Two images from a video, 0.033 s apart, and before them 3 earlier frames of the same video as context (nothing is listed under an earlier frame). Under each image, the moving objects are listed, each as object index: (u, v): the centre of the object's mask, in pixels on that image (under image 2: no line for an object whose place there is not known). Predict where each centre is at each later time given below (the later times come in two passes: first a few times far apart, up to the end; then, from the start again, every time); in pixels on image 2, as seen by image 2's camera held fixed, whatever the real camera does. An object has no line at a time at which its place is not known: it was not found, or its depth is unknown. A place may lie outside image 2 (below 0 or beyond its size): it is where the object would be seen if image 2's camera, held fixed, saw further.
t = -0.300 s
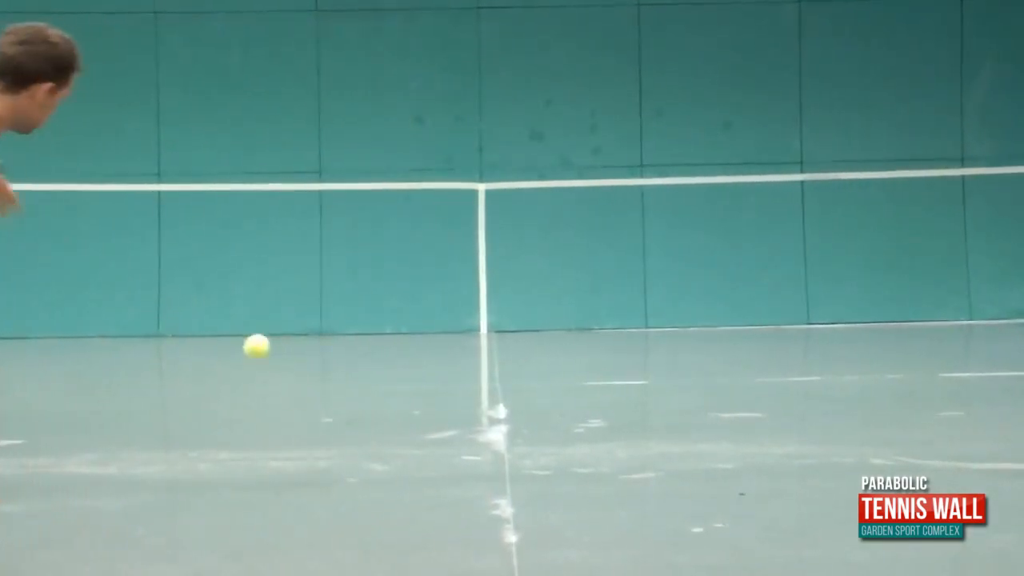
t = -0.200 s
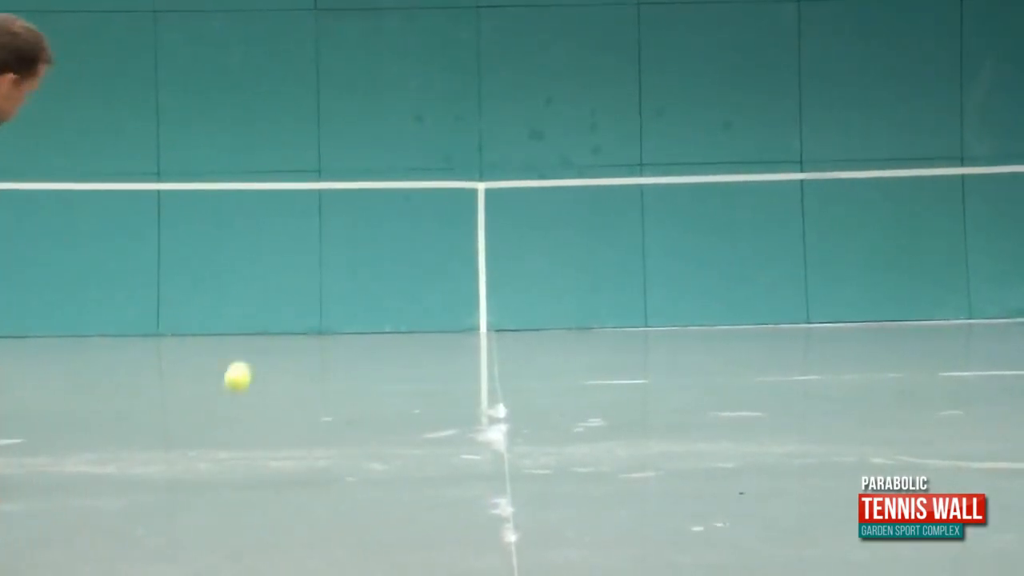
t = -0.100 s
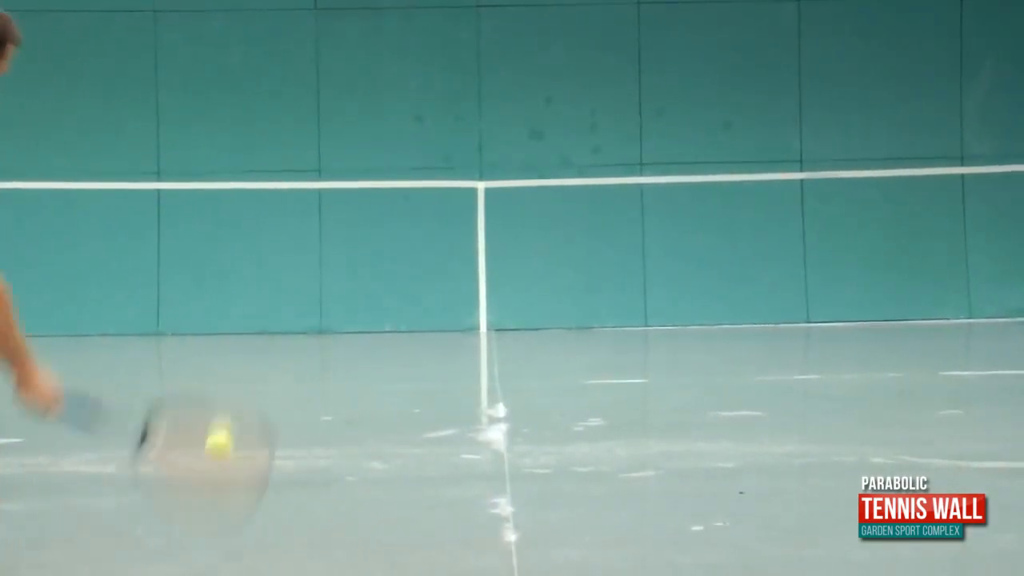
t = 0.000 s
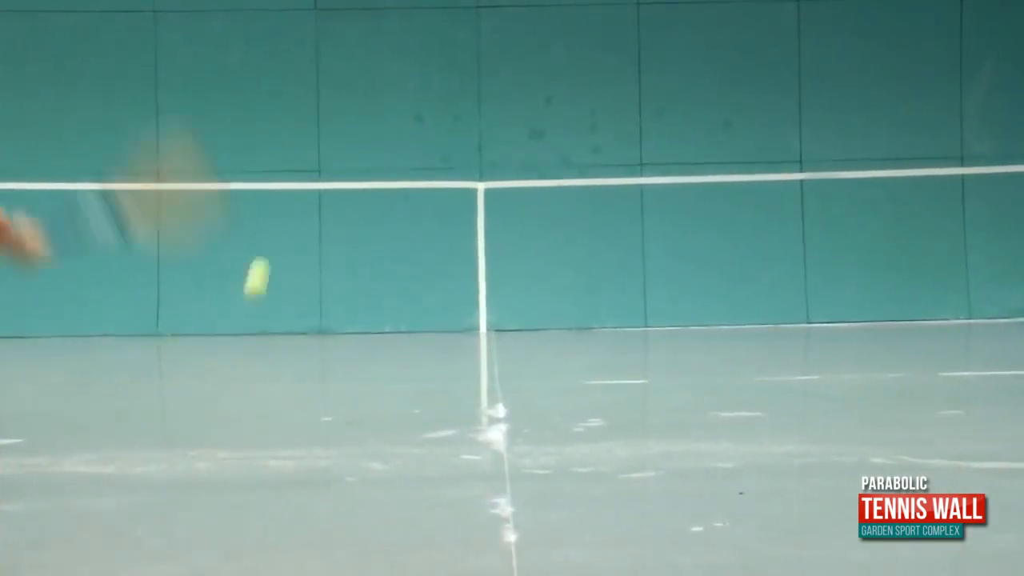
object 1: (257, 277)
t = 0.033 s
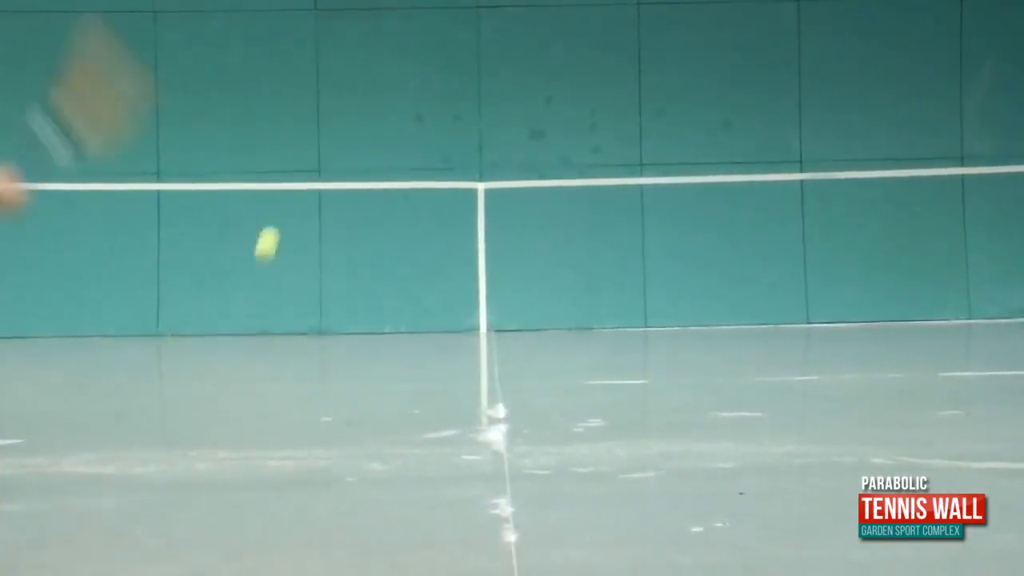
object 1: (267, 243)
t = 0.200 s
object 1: (299, 158)
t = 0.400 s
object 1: (320, 156)
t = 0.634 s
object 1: (301, 112)
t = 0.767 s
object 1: (288, 128)
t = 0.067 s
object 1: (275, 216)
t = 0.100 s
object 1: (282, 195)
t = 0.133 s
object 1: (289, 177)
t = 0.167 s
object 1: (294, 166)
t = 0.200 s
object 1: (299, 158)
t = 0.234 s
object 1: (304, 154)
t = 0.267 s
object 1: (308, 150)
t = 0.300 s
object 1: (312, 150)
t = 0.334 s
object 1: (315, 152)
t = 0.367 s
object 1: (318, 154)
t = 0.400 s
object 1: (320, 156)
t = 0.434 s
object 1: (319, 147)
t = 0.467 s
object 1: (316, 137)
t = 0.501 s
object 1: (313, 129)
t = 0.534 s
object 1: (310, 122)
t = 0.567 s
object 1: (307, 117)
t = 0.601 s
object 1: (304, 114)
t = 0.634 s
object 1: (301, 112)
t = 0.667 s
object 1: (298, 114)
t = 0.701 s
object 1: (295, 116)
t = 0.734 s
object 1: (291, 120)
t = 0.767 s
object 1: (288, 128)
